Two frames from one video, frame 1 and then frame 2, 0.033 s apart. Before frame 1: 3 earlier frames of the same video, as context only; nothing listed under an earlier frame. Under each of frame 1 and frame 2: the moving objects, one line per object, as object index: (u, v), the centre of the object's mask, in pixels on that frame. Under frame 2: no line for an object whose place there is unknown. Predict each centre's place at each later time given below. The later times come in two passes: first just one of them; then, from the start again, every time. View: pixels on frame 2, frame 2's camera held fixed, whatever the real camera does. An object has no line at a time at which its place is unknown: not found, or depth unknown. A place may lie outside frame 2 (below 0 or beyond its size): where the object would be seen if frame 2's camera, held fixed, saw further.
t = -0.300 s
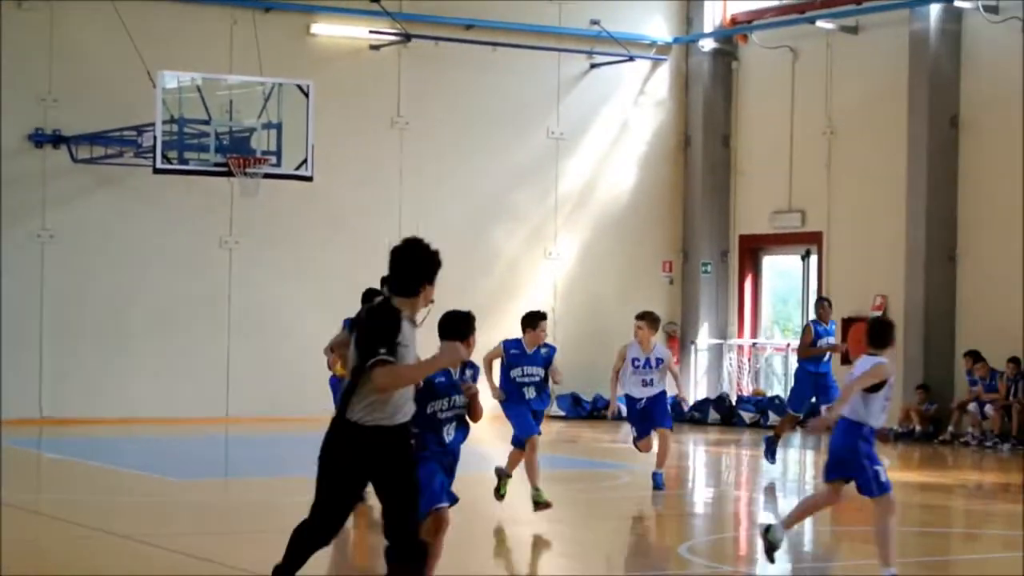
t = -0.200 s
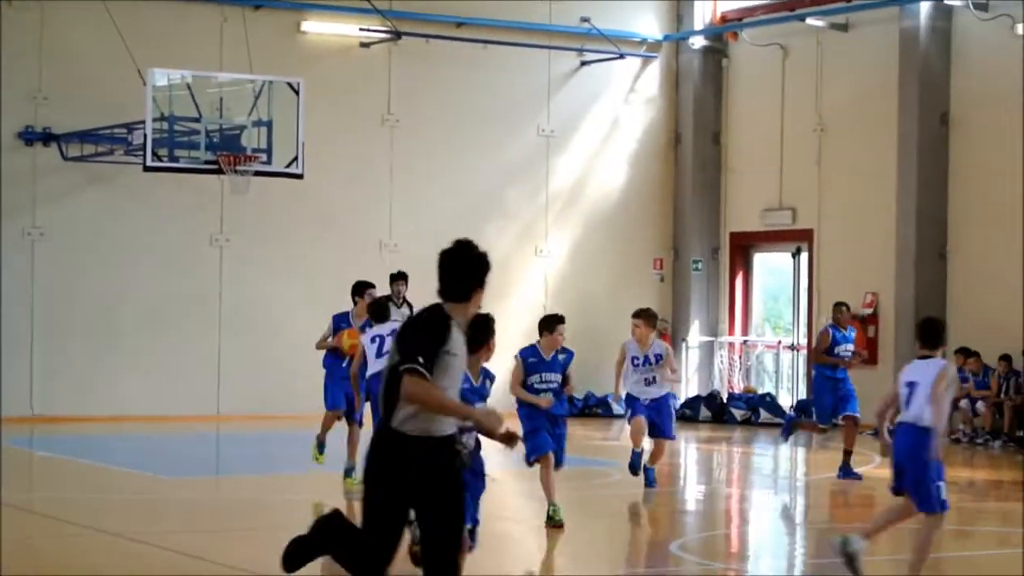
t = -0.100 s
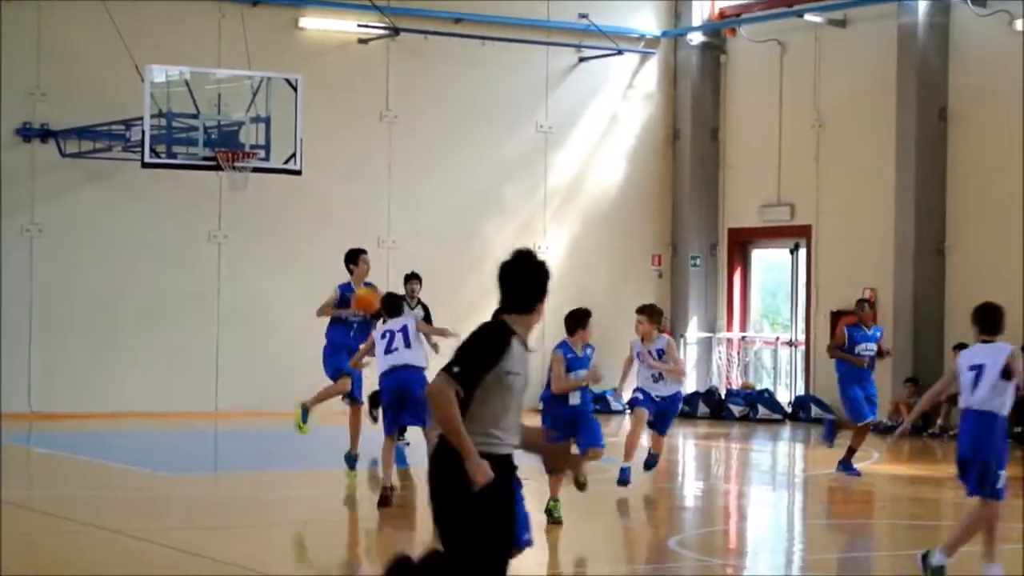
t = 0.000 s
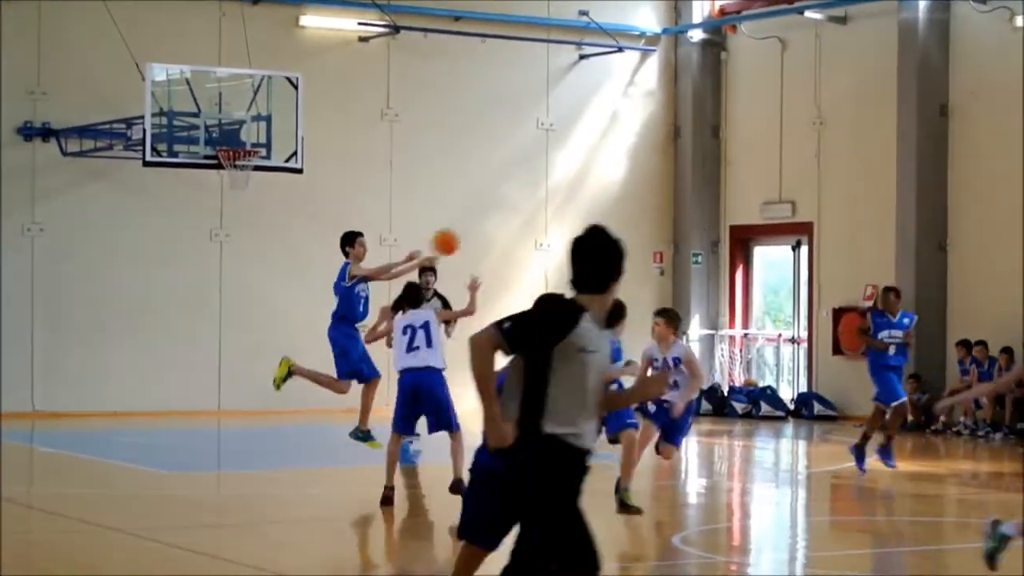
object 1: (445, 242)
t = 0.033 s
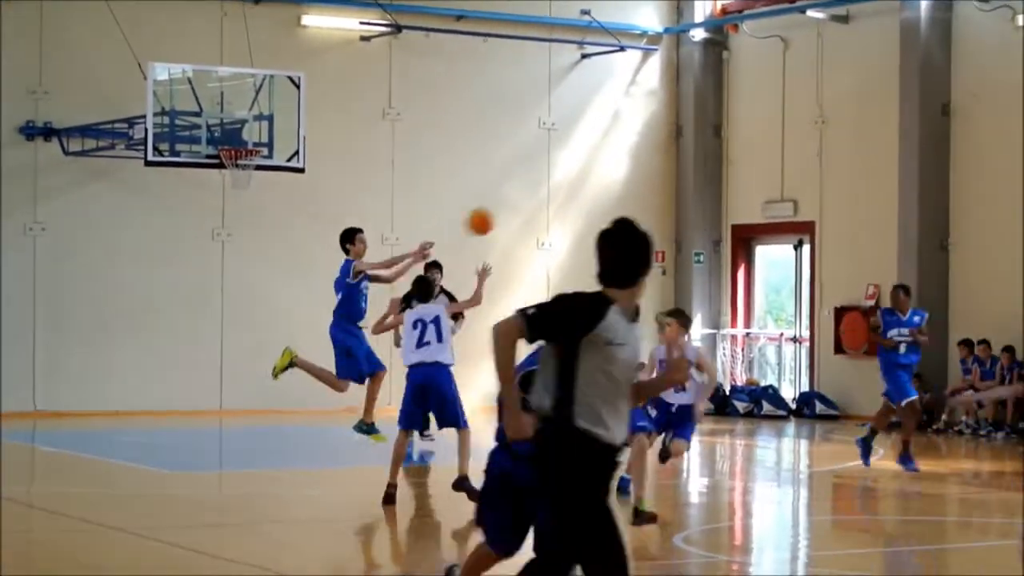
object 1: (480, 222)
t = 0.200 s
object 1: (657, 140)
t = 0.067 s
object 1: (513, 203)
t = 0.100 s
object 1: (548, 186)
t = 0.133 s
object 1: (583, 169)
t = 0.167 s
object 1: (619, 153)
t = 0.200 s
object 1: (657, 140)
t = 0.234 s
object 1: (694, 126)
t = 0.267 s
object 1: (732, 116)
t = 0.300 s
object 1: (772, 105)
